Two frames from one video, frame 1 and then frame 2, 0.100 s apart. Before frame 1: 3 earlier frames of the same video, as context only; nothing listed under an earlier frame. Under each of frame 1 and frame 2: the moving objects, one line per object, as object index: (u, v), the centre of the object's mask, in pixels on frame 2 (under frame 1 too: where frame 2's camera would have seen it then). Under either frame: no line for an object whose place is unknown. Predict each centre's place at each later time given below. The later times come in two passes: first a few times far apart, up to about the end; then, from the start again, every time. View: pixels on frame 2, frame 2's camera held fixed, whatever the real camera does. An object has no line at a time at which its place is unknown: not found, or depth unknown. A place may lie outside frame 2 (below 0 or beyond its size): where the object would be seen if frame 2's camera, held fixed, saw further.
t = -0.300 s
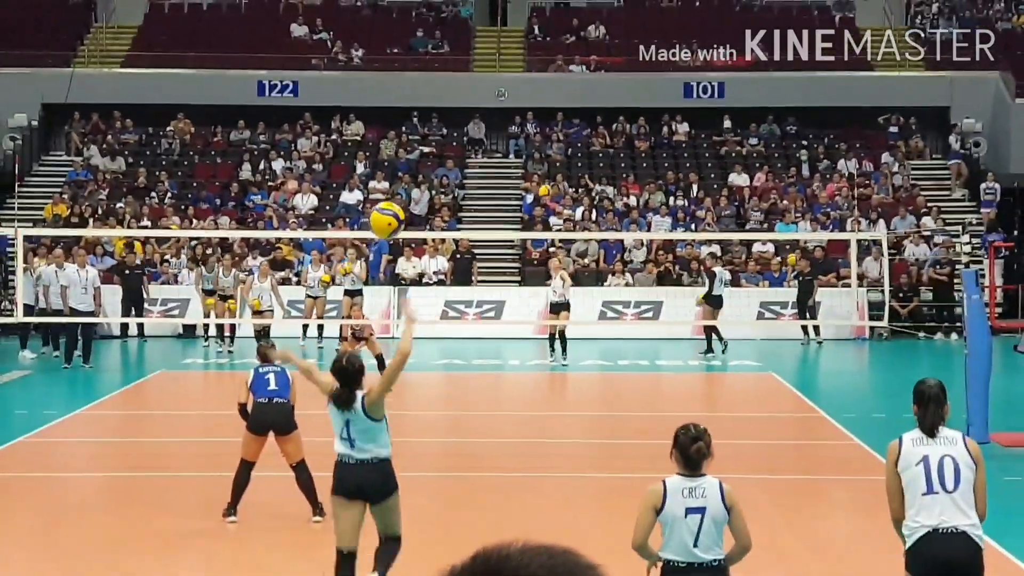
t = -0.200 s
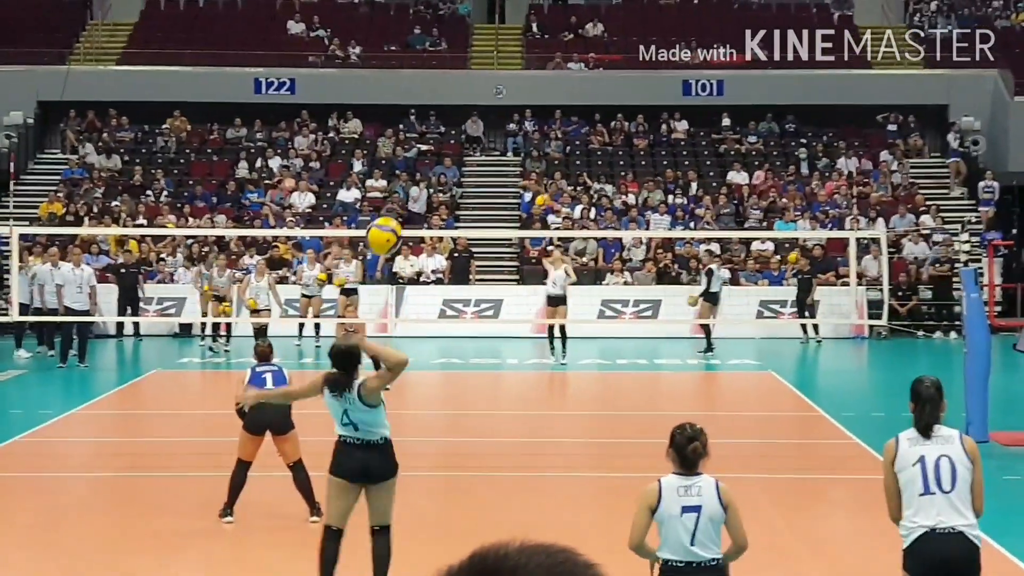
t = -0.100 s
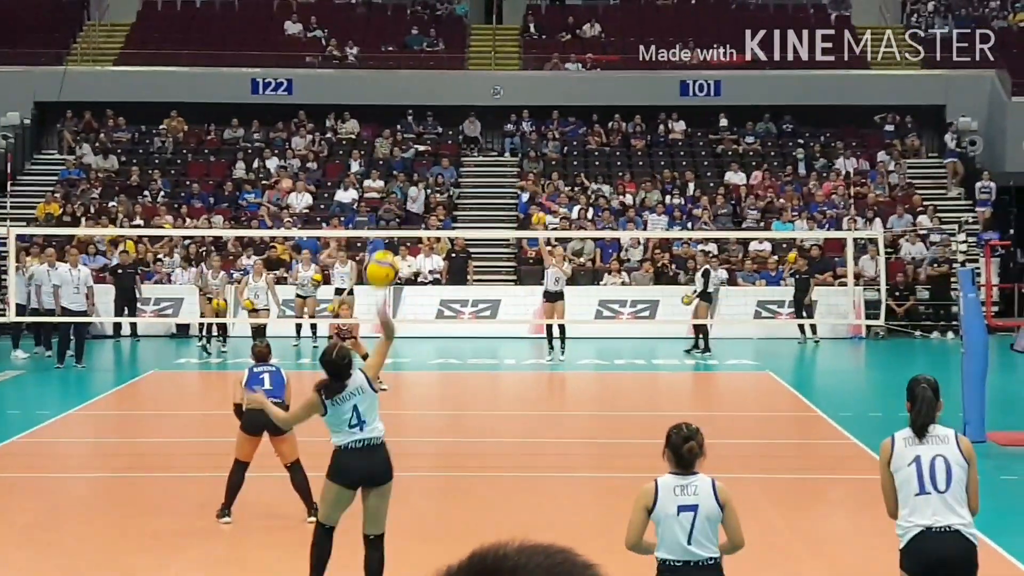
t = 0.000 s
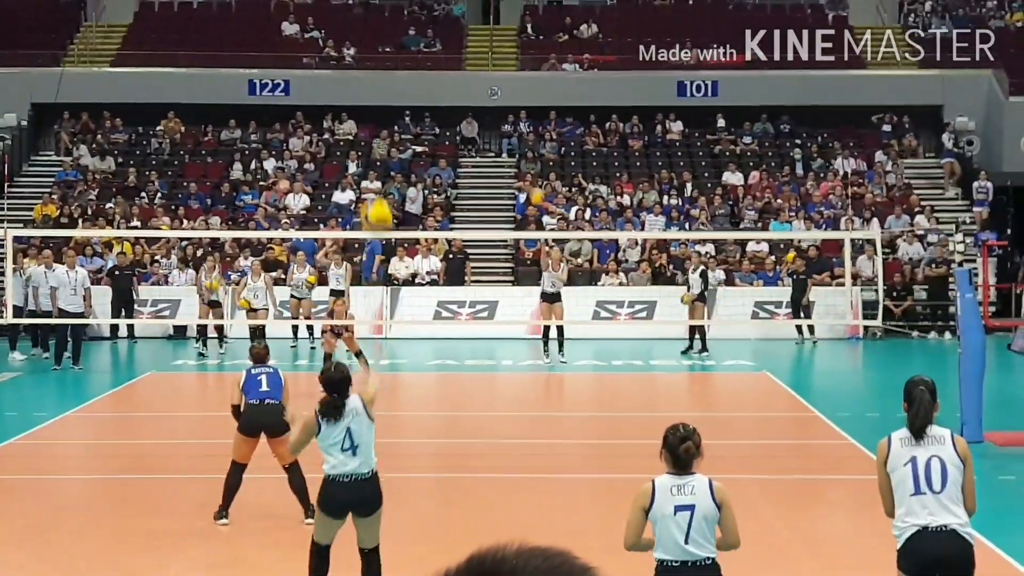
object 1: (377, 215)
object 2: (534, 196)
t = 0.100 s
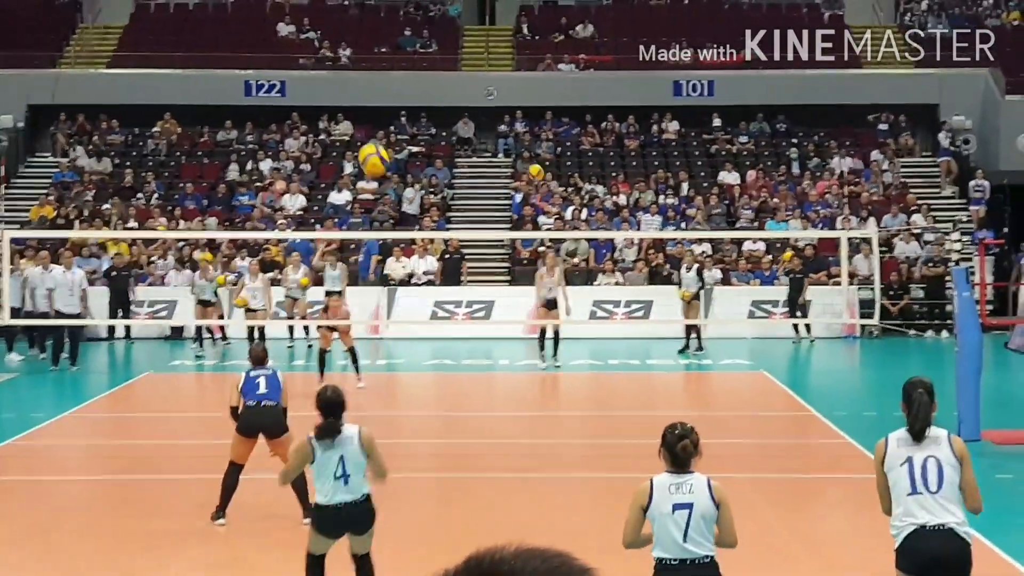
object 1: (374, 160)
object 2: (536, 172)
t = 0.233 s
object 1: (379, 117)
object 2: (545, 151)
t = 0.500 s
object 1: (393, 117)
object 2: (571, 151)
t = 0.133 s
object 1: (375, 146)
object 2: (538, 166)
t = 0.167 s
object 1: (377, 135)
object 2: (539, 160)
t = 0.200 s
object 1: (378, 124)
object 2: (543, 155)
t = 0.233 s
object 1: (379, 117)
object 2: (545, 151)
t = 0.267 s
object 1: (380, 112)
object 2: (547, 149)
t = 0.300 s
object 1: (382, 108)
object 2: (550, 146)
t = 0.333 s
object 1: (383, 107)
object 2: (553, 144)
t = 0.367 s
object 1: (385, 106)
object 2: (556, 144)
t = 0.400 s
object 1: (386, 107)
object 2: (560, 144)
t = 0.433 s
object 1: (389, 109)
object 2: (564, 146)
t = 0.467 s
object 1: (391, 113)
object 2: (568, 148)
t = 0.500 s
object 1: (393, 117)
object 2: (571, 151)
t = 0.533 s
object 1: (396, 123)
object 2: (575, 155)
